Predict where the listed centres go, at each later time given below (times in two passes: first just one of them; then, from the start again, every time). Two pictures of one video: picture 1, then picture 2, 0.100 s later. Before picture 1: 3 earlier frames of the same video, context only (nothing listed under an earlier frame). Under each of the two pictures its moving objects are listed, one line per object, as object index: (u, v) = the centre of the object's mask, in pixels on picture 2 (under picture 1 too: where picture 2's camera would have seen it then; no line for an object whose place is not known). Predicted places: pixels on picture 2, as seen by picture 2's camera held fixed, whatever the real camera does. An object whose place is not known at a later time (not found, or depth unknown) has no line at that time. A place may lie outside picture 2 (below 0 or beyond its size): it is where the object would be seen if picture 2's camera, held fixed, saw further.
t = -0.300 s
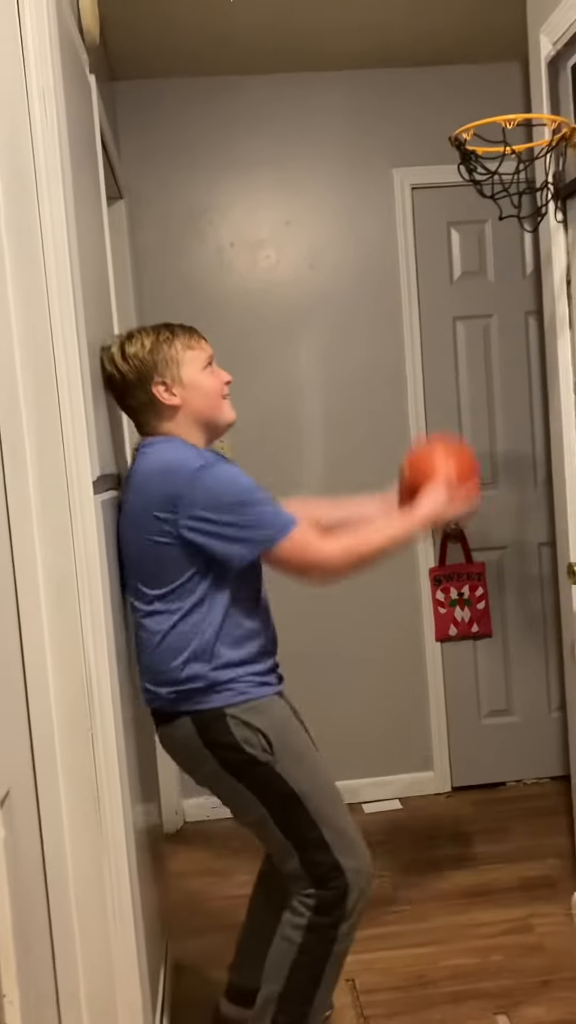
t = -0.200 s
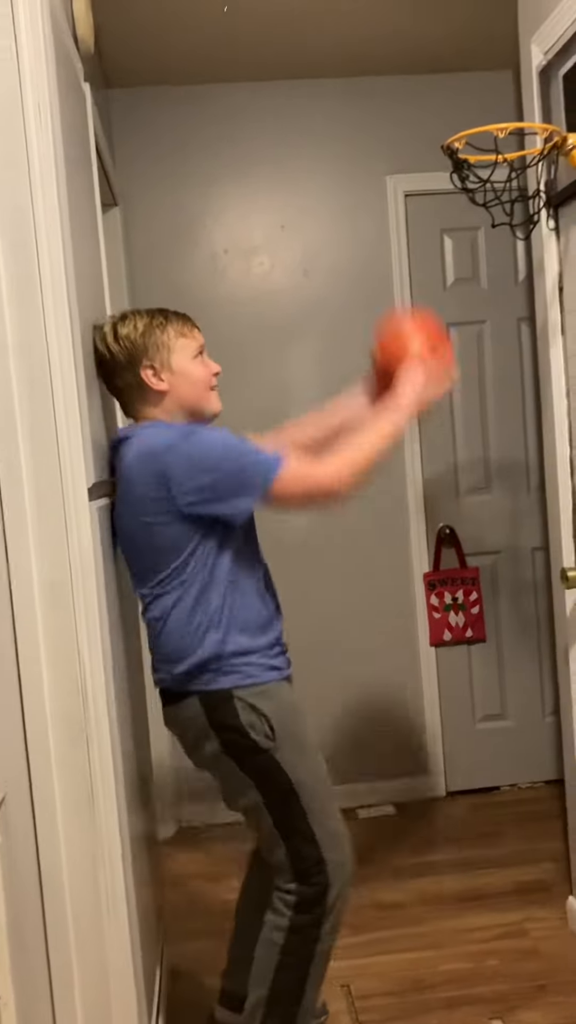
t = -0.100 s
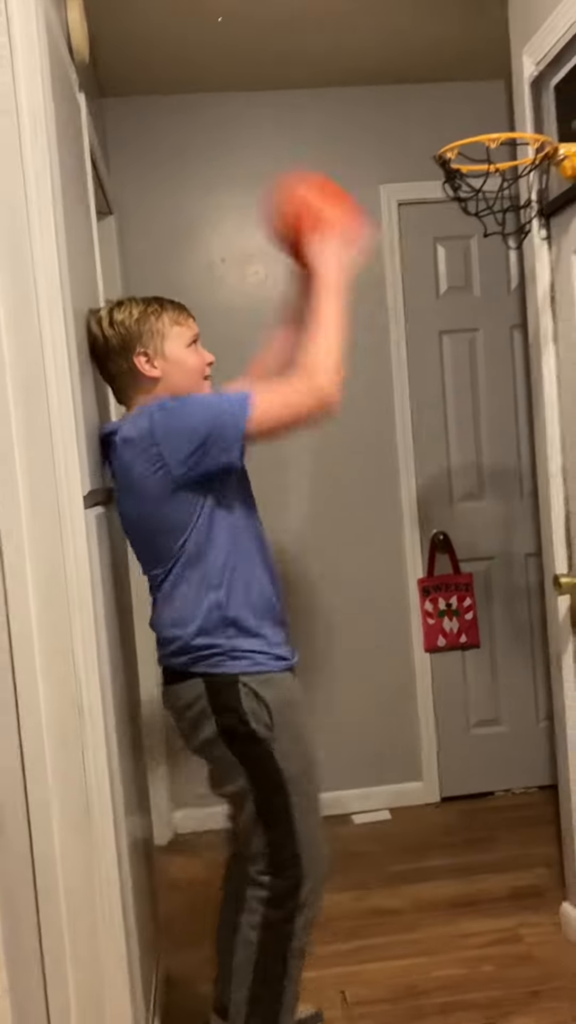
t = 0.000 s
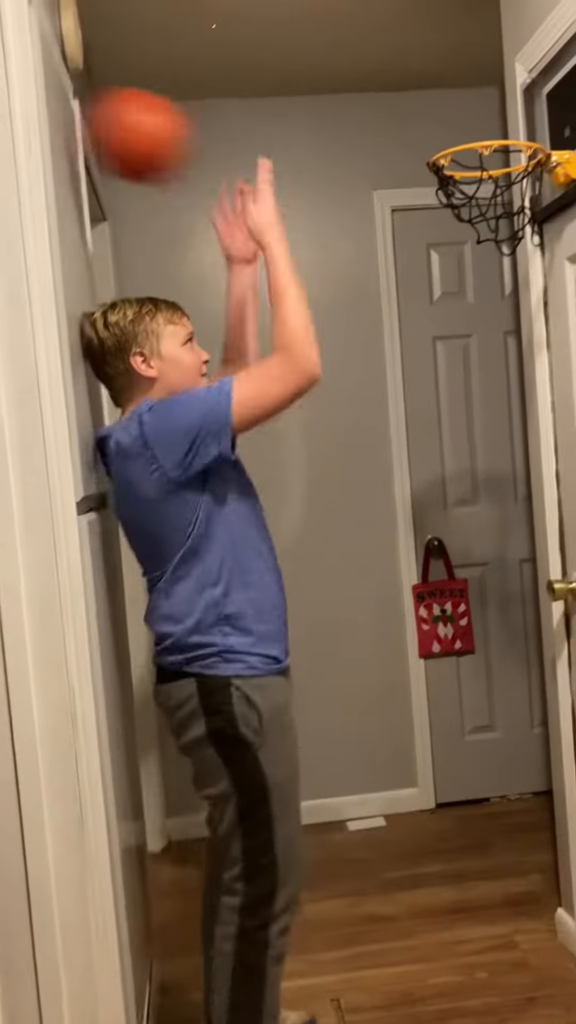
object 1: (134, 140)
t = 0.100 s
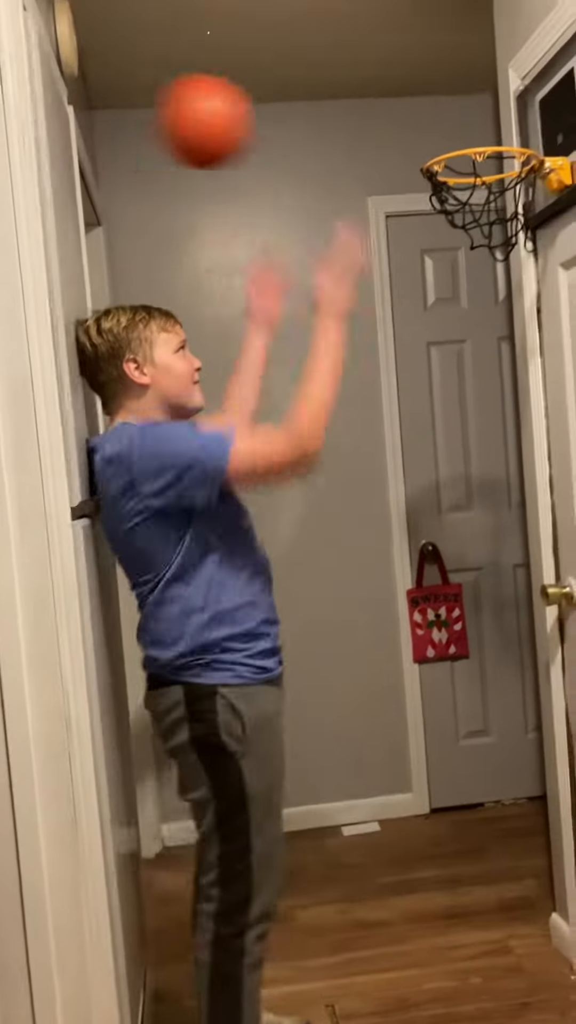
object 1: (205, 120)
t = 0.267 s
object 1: (380, 198)
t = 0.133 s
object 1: (251, 125)
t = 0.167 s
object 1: (296, 135)
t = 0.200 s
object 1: (341, 151)
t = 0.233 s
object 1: (383, 169)
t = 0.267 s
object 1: (380, 198)
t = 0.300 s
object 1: (358, 234)
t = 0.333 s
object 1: (337, 275)
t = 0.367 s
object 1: (315, 321)
